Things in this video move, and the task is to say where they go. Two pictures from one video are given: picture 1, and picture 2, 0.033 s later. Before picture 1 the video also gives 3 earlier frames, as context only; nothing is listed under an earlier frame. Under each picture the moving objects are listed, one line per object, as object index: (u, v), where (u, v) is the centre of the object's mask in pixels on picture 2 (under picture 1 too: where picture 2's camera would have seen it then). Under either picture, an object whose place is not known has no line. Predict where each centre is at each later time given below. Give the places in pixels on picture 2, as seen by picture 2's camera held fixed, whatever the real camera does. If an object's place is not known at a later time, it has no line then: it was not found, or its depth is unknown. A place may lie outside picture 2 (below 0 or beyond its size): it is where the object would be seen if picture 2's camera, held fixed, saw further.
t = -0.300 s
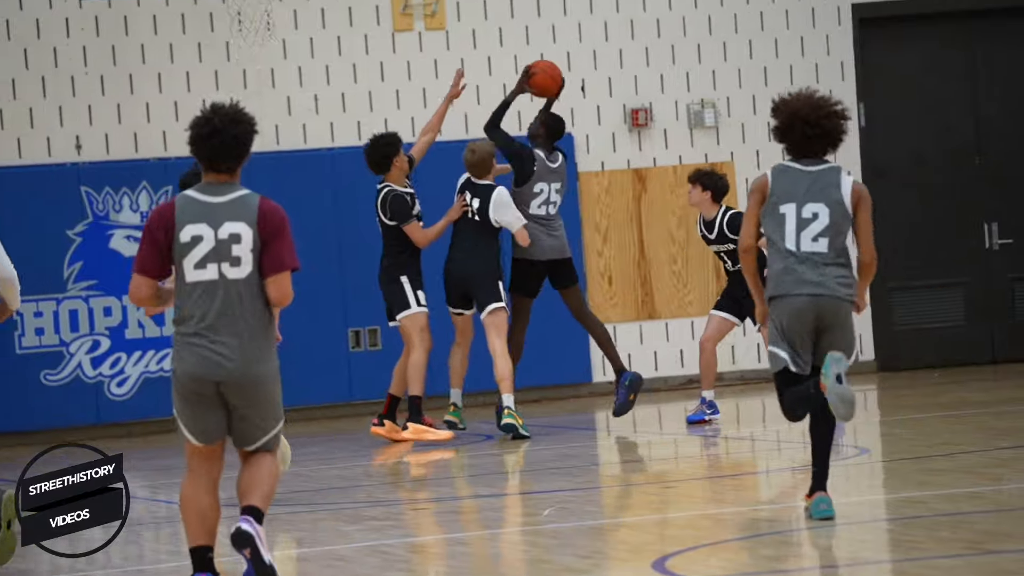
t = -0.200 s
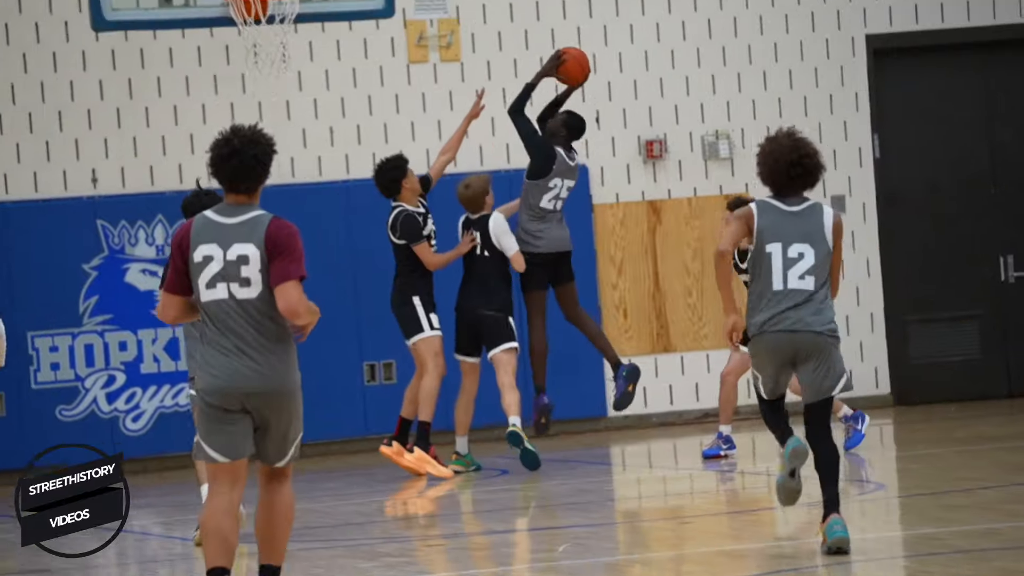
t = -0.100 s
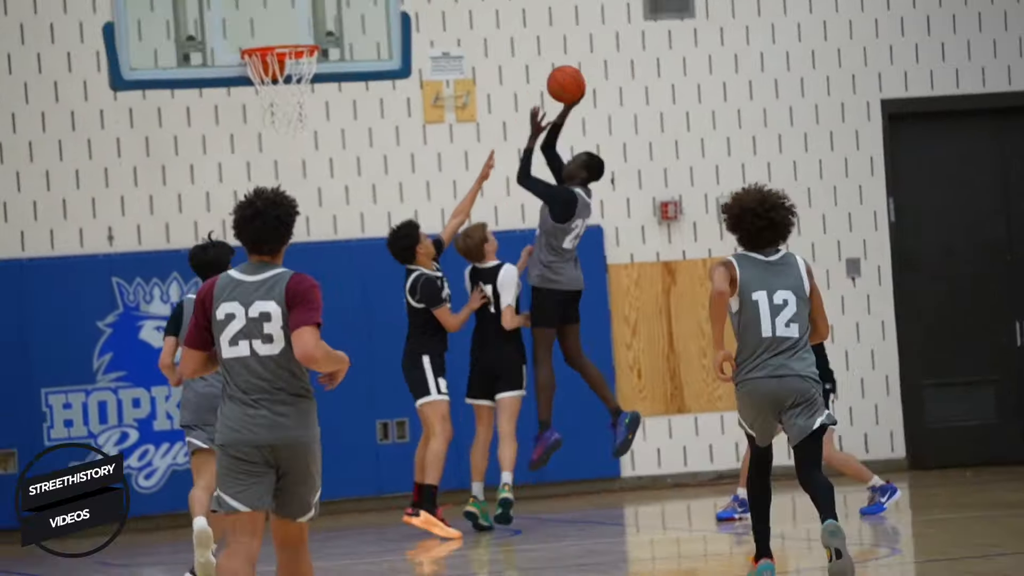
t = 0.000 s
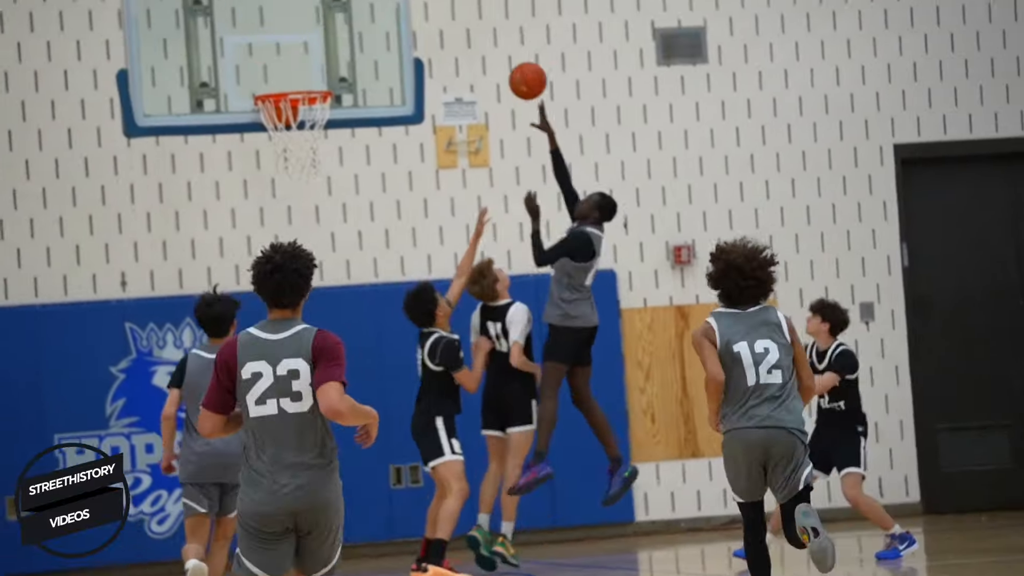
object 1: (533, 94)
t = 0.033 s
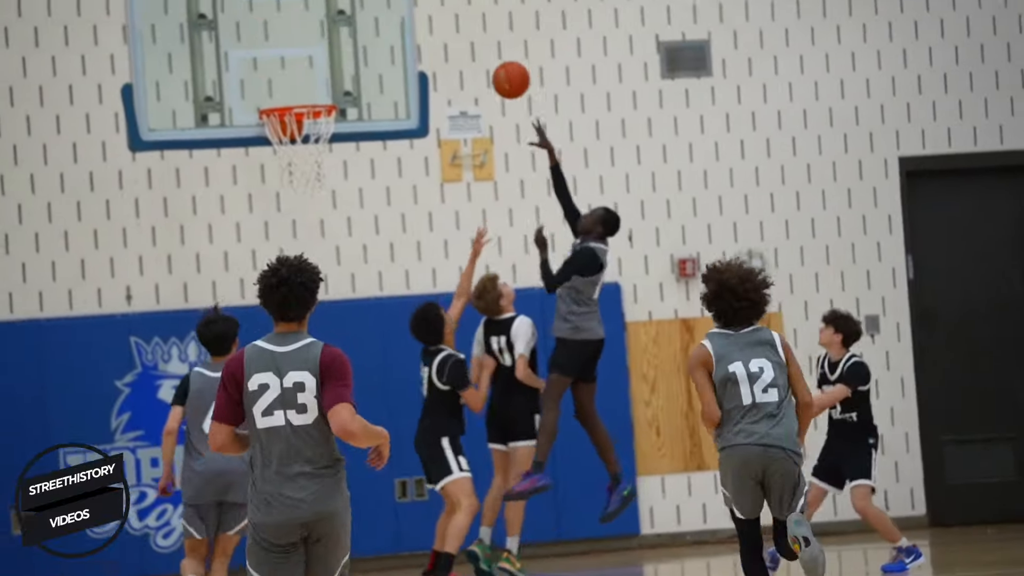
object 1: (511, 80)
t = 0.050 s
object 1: (500, 73)
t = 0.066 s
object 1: (490, 67)
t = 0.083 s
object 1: (479, 62)
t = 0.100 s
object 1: (468, 57)
